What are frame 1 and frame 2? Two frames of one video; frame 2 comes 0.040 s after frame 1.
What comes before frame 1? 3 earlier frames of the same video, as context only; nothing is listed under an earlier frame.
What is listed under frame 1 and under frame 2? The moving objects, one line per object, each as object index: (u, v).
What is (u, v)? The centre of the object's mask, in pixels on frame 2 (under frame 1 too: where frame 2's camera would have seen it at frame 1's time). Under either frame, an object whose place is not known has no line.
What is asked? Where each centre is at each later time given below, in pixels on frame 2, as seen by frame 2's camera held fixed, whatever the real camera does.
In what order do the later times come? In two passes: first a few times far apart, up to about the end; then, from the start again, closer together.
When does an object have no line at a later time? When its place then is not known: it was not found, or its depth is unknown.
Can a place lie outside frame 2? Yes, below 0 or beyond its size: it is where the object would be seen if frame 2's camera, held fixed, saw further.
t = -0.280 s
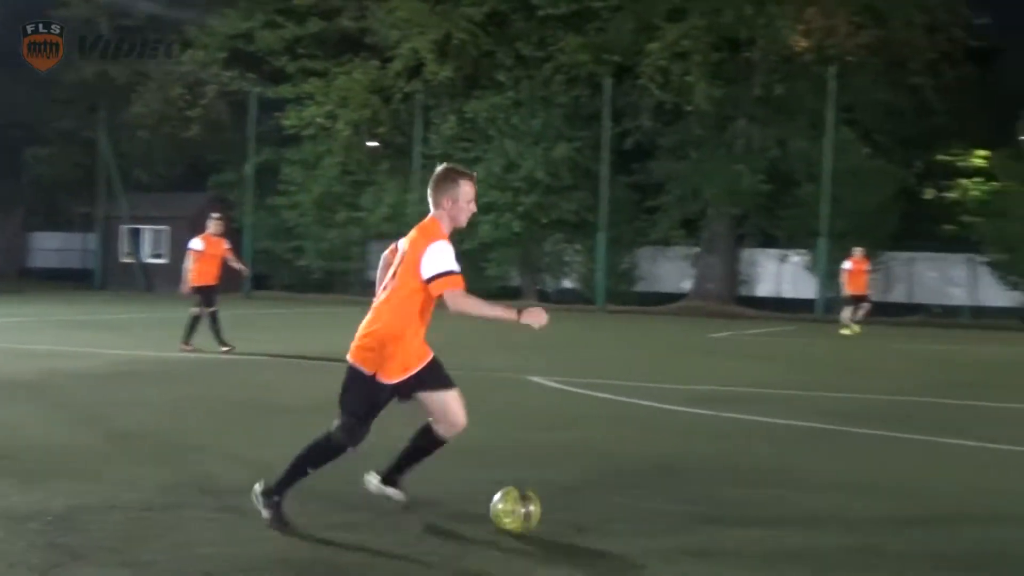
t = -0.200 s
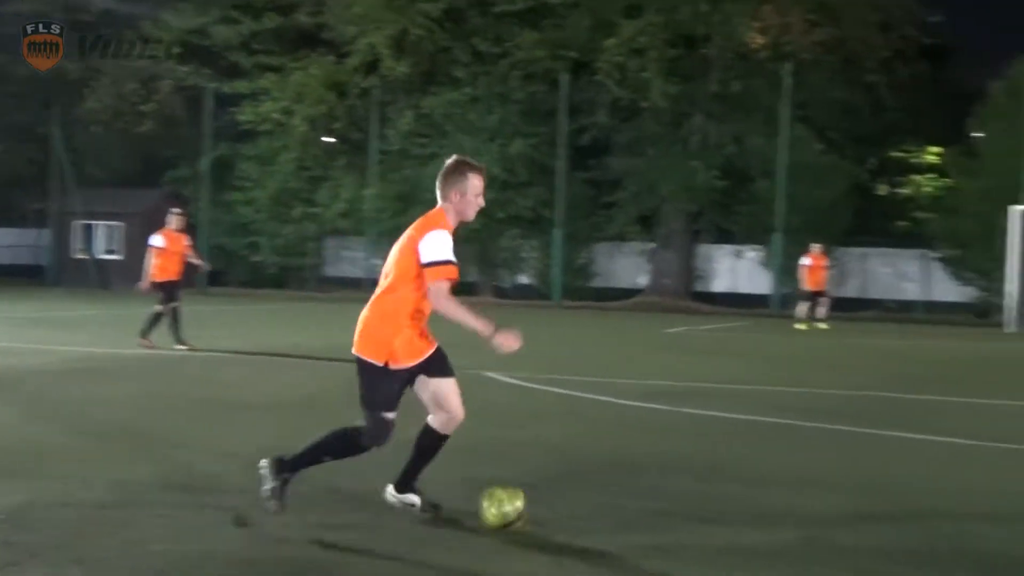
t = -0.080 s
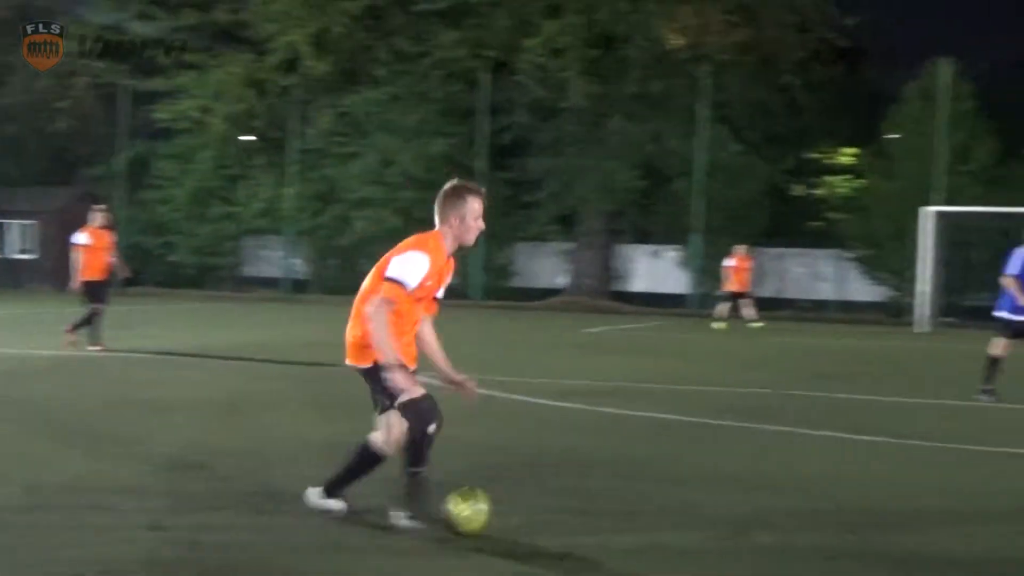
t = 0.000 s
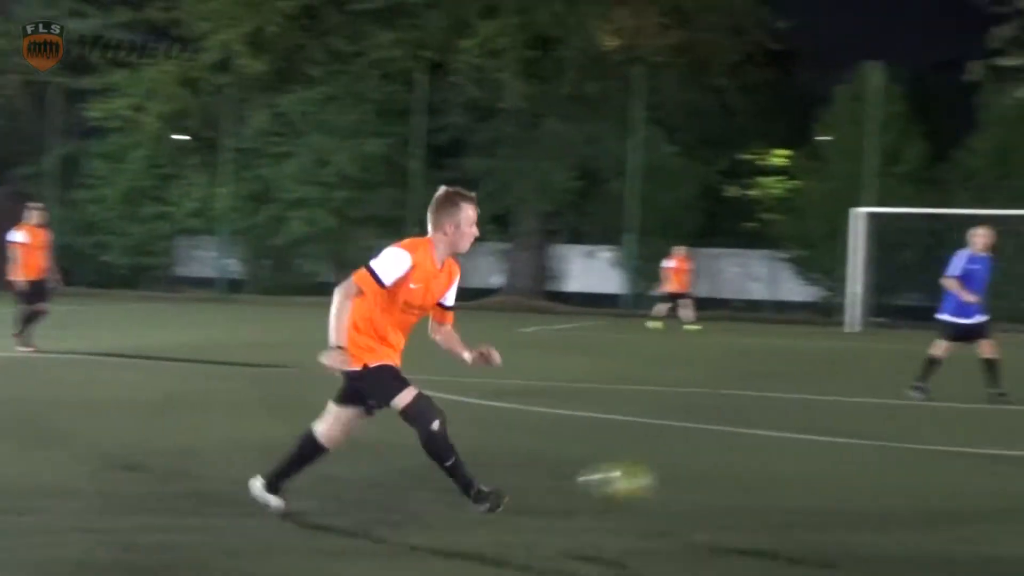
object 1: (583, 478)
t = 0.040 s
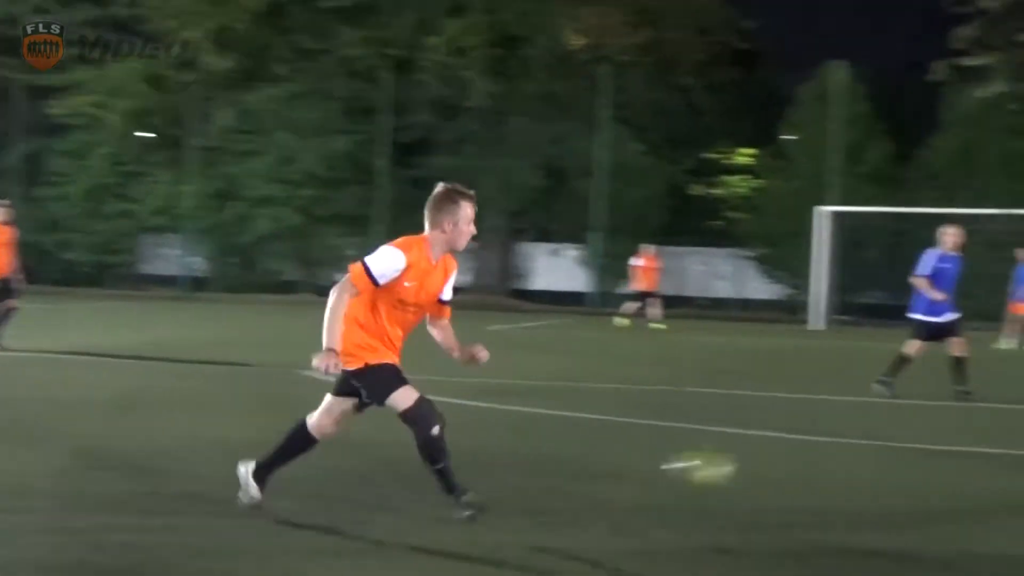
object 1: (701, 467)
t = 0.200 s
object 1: (1115, 470)
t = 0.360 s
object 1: (1440, 490)
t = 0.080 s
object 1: (814, 463)
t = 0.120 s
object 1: (920, 462)
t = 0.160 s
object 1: (1020, 465)
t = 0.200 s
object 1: (1115, 470)
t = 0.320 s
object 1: (1377, 498)
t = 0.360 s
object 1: (1440, 490)
